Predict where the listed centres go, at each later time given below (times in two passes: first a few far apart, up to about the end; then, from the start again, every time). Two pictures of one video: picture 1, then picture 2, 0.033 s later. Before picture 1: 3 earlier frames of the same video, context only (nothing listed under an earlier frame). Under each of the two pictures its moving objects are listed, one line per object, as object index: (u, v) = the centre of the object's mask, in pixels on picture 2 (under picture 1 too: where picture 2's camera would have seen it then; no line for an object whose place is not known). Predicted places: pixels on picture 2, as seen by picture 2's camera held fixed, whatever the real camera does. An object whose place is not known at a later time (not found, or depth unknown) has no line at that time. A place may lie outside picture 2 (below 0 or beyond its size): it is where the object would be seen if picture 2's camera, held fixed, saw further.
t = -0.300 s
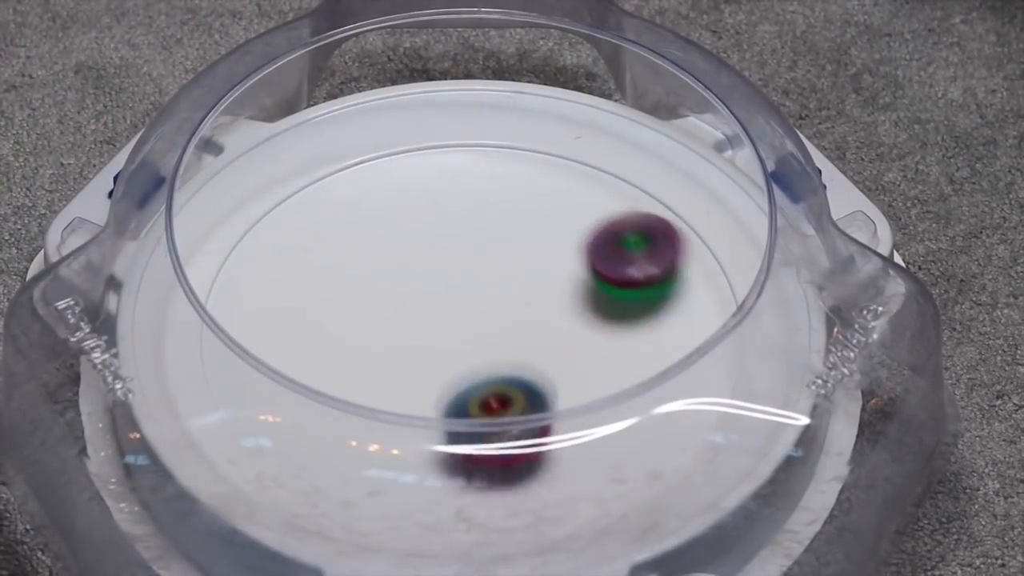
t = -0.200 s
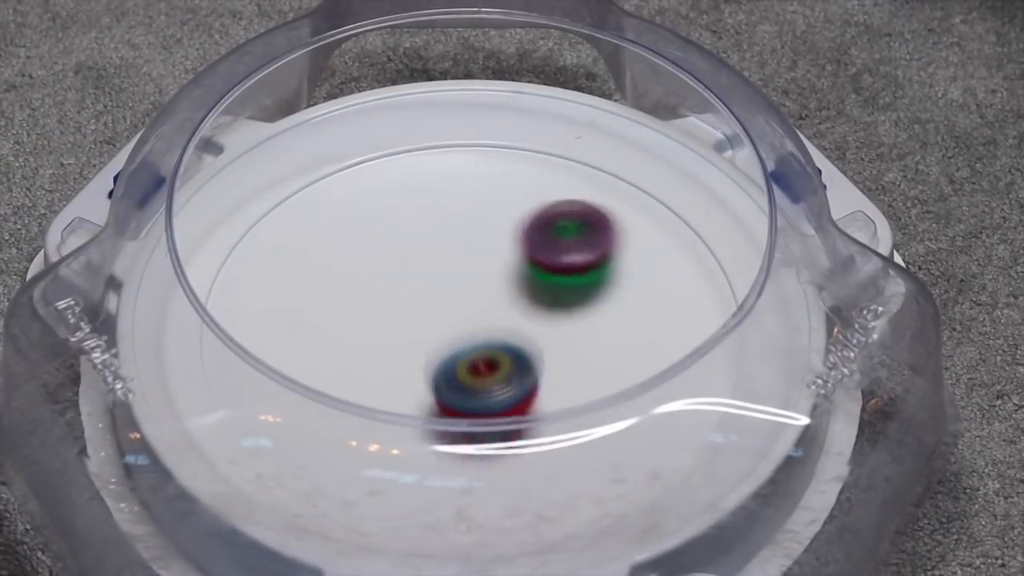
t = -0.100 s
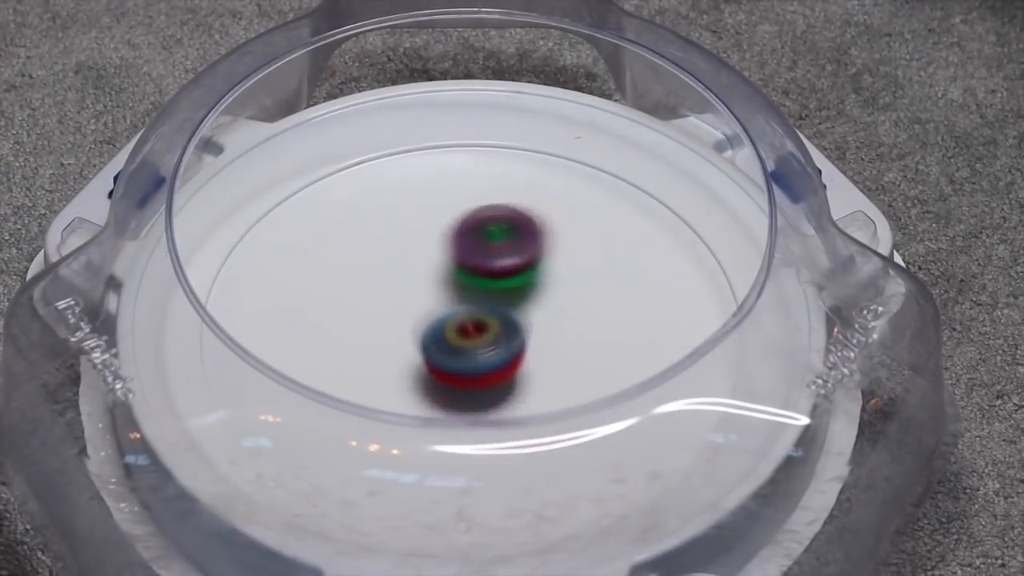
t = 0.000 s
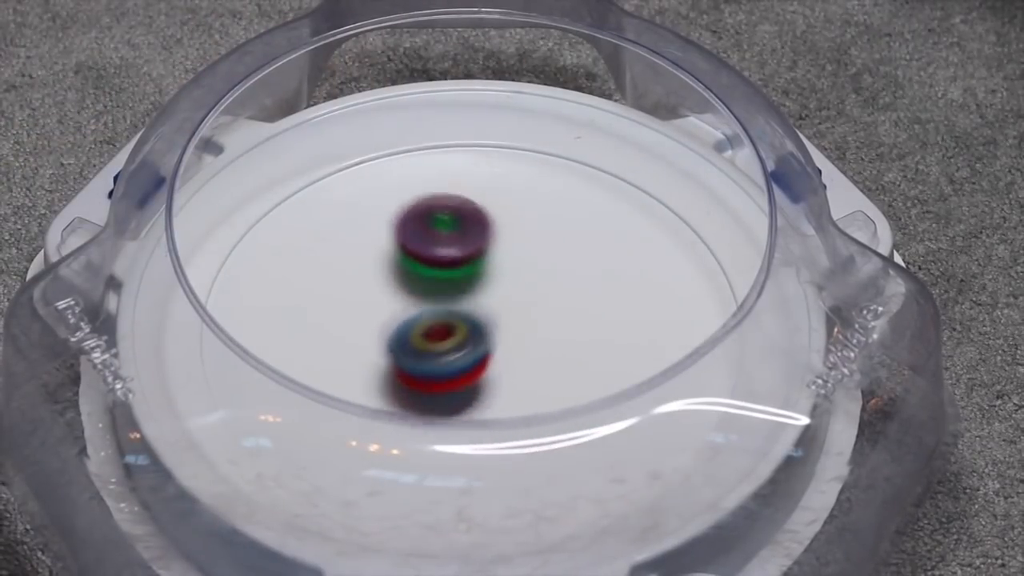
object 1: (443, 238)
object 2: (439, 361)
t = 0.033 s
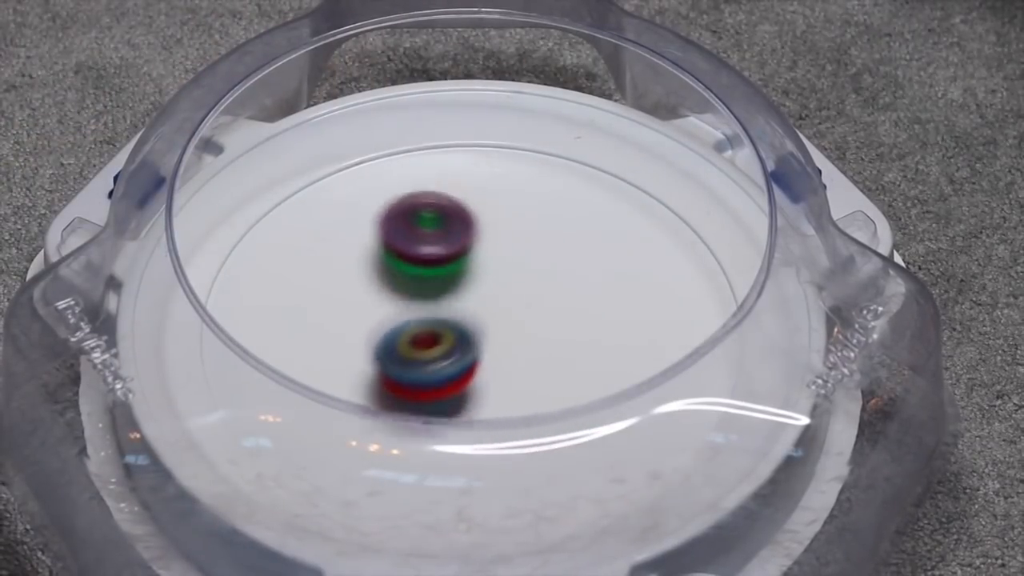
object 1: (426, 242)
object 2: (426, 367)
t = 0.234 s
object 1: (346, 266)
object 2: (380, 420)
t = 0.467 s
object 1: (339, 331)
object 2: (430, 458)
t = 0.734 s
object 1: (377, 338)
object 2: (539, 416)
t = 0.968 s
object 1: (382, 303)
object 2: (521, 318)
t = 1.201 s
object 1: (336, 303)
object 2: (490, 262)
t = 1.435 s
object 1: (333, 350)
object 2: (445, 261)
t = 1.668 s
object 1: (392, 376)
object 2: (473, 308)
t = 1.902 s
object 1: (469, 378)
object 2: (559, 292)
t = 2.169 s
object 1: (544, 353)
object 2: (479, 281)
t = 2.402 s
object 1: (588, 344)
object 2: (426, 348)
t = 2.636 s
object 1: (569, 334)
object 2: (484, 384)
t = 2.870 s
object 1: (514, 313)
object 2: (549, 390)
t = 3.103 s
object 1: (434, 283)
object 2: (548, 356)
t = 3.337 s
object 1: (383, 271)
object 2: (436, 363)
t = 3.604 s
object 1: (384, 290)
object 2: (435, 422)
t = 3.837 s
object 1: (416, 315)
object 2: (503, 368)
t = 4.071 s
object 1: (401, 300)
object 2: (548, 332)
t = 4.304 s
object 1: (379, 303)
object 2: (542, 295)
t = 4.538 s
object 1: (371, 321)
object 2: (535, 288)
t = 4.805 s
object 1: (339, 318)
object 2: (564, 356)
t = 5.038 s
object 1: (321, 311)
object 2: (601, 349)
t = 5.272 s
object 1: (373, 311)
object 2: (509, 352)
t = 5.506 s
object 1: (431, 308)
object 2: (466, 406)
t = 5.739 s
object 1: (503, 330)
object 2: (495, 422)
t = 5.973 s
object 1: (550, 317)
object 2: (466, 423)
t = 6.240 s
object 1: (534, 340)
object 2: (402, 388)
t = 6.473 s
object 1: (482, 349)
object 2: (353, 347)
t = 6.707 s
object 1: (485, 340)
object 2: (305, 320)
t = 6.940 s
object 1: (499, 330)
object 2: (351, 321)
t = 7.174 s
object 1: (519, 335)
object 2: (415, 283)
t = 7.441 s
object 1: (511, 345)
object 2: (459, 240)
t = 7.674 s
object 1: (477, 340)
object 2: (491, 249)
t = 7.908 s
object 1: (402, 374)
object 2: (558, 235)
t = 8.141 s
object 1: (395, 361)
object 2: (559, 259)
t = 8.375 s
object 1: (429, 340)
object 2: (549, 325)
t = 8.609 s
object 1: (446, 342)
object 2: (597, 359)
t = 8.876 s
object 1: (472, 363)
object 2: (571, 404)
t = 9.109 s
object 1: (456, 344)
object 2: (526, 422)
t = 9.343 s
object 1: (473, 319)
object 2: (448, 413)
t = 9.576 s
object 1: (499, 319)
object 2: (390, 382)
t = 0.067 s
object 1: (409, 243)
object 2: (415, 371)
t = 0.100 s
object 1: (393, 246)
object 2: (401, 389)
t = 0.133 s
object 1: (378, 249)
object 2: (393, 396)
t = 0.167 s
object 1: (366, 254)
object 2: (386, 405)
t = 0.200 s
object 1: (355, 259)
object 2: (382, 412)
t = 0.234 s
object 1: (346, 266)
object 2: (380, 420)
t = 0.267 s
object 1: (339, 274)
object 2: (380, 426)
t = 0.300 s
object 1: (334, 282)
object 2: (383, 435)
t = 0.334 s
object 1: (331, 291)
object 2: (388, 441)
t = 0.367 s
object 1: (330, 300)
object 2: (397, 440)
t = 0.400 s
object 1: (331, 311)
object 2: (407, 443)
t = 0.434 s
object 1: (334, 321)
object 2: (419, 447)
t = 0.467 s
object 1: (339, 331)
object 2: (430, 458)
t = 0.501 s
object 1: (346, 339)
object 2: (445, 449)
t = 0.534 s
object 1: (354, 348)
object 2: (457, 457)
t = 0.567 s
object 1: (364, 354)
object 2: (469, 448)
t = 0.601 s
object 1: (374, 359)
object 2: (479, 438)
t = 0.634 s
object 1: (385, 364)
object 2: (485, 427)
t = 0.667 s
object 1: (395, 366)
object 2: (491, 418)
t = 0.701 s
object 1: (384, 354)
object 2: (517, 418)
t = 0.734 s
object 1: (377, 338)
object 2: (539, 416)
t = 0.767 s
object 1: (374, 325)
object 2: (554, 408)
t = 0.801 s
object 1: (373, 316)
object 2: (563, 396)
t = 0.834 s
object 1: (373, 310)
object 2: (565, 373)
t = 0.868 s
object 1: (374, 304)
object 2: (563, 364)
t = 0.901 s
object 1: (375, 305)
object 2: (555, 352)
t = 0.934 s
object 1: (378, 303)
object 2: (540, 335)
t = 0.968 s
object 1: (382, 303)
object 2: (521, 318)
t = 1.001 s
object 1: (387, 302)
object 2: (499, 303)
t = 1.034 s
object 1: (371, 299)
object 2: (497, 291)
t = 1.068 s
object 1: (350, 295)
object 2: (505, 283)
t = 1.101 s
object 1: (338, 295)
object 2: (507, 275)
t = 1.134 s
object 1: (334, 295)
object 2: (506, 270)
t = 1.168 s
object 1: (333, 298)
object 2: (500, 266)
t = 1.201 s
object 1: (336, 303)
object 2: (490, 262)
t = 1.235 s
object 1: (341, 306)
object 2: (476, 260)
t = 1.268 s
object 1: (347, 309)
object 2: (458, 260)
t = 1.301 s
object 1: (354, 311)
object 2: (443, 263)
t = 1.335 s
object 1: (346, 323)
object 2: (439, 262)
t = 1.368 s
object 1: (333, 335)
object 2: (445, 259)
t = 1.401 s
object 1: (330, 343)
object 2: (447, 259)
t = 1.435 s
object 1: (333, 350)
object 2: (445, 261)
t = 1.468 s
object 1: (340, 356)
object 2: (442, 265)
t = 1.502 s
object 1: (346, 361)
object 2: (440, 271)
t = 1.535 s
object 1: (355, 364)
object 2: (440, 278)
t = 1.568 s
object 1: (363, 368)
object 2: (443, 286)
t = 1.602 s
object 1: (372, 371)
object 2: (449, 294)
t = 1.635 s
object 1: (378, 387)
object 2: (460, 302)
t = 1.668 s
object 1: (392, 376)
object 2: (473, 308)
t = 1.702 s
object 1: (402, 377)
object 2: (488, 313)
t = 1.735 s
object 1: (414, 379)
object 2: (502, 315)
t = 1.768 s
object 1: (425, 379)
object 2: (517, 314)
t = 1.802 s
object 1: (436, 380)
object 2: (531, 312)
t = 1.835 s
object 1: (446, 380)
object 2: (543, 307)
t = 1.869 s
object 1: (458, 379)
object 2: (553, 300)
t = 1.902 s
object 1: (469, 378)
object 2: (559, 292)
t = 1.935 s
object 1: (480, 377)
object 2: (561, 283)
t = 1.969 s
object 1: (491, 375)
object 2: (559, 274)
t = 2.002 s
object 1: (501, 373)
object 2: (552, 267)
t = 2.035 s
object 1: (511, 370)
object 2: (540, 262)
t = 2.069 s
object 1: (520, 366)
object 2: (526, 260)
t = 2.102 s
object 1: (529, 362)
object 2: (509, 262)
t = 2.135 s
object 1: (537, 357)
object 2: (493, 270)
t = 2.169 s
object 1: (544, 353)
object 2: (479, 281)
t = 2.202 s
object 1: (553, 353)
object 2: (465, 289)
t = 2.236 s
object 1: (562, 353)
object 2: (451, 295)
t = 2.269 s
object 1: (570, 352)
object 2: (440, 304)
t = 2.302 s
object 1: (577, 350)
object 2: (432, 315)
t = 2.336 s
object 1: (582, 348)
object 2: (427, 326)
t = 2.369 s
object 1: (586, 346)
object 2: (425, 337)
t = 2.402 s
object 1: (588, 344)
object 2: (426, 348)
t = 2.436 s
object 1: (589, 342)
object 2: (430, 358)
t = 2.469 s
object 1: (588, 341)
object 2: (435, 366)
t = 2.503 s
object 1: (586, 339)
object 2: (443, 371)
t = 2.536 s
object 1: (583, 338)
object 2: (452, 376)
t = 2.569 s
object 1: (579, 336)
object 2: (461, 379)
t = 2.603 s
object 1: (574, 335)
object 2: (472, 382)
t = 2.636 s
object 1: (569, 334)
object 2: (484, 384)
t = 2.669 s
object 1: (564, 330)
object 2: (497, 385)
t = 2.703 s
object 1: (558, 325)
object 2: (507, 385)
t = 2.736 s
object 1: (553, 320)
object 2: (514, 385)
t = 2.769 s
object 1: (544, 318)
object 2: (524, 393)
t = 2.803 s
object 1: (535, 314)
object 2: (533, 393)
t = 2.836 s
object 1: (524, 315)
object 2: (542, 398)
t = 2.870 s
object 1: (514, 313)
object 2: (549, 390)
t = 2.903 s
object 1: (505, 313)
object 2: (555, 385)
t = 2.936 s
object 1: (497, 310)
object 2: (558, 371)
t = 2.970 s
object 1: (485, 305)
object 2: (564, 377)
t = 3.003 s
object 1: (470, 299)
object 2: (565, 367)
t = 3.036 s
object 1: (457, 290)
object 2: (564, 363)
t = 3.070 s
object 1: (444, 286)
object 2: (559, 359)
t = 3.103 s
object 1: (434, 283)
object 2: (548, 356)
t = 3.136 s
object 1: (424, 280)
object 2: (534, 352)
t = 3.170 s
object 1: (414, 281)
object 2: (518, 349)
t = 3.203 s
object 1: (406, 279)
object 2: (499, 348)
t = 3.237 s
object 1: (399, 274)
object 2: (482, 349)
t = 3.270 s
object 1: (393, 272)
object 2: (465, 352)
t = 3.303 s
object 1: (387, 271)
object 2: (450, 357)
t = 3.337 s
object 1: (383, 271)
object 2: (436, 363)
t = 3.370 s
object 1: (380, 272)
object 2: (425, 368)
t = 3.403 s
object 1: (378, 273)
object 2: (418, 371)
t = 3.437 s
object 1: (376, 274)
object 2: (412, 376)
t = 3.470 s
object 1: (376, 277)
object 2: (406, 396)
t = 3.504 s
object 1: (377, 279)
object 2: (407, 406)
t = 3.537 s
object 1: (378, 282)
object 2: (413, 413)
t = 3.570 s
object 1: (381, 286)
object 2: (423, 418)
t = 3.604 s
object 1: (384, 290)
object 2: (435, 422)
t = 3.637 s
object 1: (387, 296)
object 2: (450, 422)
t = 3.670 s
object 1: (392, 300)
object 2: (464, 419)
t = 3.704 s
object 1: (397, 304)
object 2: (476, 412)
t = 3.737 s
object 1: (403, 309)
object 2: (487, 387)
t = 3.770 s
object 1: (409, 314)
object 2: (493, 380)
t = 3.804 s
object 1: (415, 317)
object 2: (496, 373)
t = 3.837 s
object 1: (416, 315)
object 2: (503, 368)
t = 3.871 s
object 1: (415, 310)
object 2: (511, 366)
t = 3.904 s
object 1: (416, 309)
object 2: (516, 361)
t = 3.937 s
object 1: (418, 311)
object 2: (518, 353)
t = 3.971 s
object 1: (416, 309)
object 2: (523, 346)
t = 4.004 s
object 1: (407, 304)
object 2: (535, 343)
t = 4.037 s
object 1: (402, 301)
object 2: (543, 338)
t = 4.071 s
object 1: (401, 300)
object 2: (548, 332)
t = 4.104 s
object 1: (401, 301)
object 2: (549, 324)
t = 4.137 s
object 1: (403, 302)
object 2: (547, 317)
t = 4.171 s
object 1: (405, 303)
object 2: (541, 310)
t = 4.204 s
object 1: (409, 304)
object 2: (533, 304)
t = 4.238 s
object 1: (413, 305)
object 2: (524, 300)
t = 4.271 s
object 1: (396, 304)
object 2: (533, 297)
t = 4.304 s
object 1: (379, 303)
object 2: (542, 295)
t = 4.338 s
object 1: (370, 304)
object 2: (548, 292)
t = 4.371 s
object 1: (366, 306)
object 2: (552, 289)
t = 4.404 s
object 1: (365, 310)
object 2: (553, 287)
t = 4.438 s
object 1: (365, 313)
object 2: (553, 285)
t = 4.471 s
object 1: (366, 315)
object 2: (548, 285)
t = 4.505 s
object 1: (369, 317)
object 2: (542, 286)
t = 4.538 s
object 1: (371, 321)
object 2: (535, 288)
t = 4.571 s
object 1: (375, 323)
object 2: (527, 294)
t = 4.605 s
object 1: (380, 324)
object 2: (520, 301)
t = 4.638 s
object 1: (386, 326)
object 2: (513, 310)
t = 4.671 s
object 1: (392, 331)
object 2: (509, 320)
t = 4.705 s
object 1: (390, 329)
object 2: (513, 331)
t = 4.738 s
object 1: (368, 326)
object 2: (535, 343)
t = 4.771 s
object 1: (352, 320)
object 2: (553, 353)
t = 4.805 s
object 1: (339, 318)
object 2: (564, 356)
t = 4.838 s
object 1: (329, 317)
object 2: (575, 357)
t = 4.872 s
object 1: (324, 317)
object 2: (584, 357)
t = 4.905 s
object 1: (319, 316)
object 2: (593, 356)
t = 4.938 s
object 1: (317, 314)
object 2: (599, 355)
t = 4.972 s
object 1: (317, 313)
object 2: (603, 353)
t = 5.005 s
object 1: (318, 312)
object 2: (604, 350)
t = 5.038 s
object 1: (321, 311)
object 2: (601, 349)
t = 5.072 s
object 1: (325, 310)
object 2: (595, 346)
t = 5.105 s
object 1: (330, 309)
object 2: (586, 345)
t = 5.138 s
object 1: (337, 311)
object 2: (572, 344)
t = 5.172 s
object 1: (346, 309)
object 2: (557, 344)
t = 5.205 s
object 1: (354, 308)
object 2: (541, 346)
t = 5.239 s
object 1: (363, 310)
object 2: (525, 348)
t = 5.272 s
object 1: (373, 311)
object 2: (509, 352)
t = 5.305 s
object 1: (384, 312)
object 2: (493, 356)
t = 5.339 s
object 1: (392, 309)
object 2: (482, 362)
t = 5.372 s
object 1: (396, 304)
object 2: (477, 369)
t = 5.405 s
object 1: (403, 303)
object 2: (473, 375)
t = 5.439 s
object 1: (411, 303)
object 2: (470, 381)
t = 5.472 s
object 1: (421, 305)
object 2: (468, 385)
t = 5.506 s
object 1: (431, 308)
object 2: (466, 406)
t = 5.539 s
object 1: (442, 310)
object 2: (467, 414)
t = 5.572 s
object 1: (453, 314)
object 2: (469, 419)
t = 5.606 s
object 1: (464, 318)
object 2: (473, 424)
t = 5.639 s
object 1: (474, 321)
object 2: (479, 427)
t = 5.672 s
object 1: (484, 324)
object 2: (485, 428)
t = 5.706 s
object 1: (494, 328)
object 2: (491, 426)
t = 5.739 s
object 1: (503, 330)
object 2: (495, 422)
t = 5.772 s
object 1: (512, 331)
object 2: (497, 417)
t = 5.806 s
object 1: (524, 327)
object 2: (491, 419)
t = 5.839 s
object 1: (535, 323)
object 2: (486, 422)
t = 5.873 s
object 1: (542, 318)
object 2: (481, 424)
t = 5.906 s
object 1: (546, 316)
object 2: (476, 425)
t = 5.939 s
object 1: (549, 316)
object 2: (471, 424)
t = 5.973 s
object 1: (550, 317)
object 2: (466, 423)
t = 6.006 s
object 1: (550, 319)
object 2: (459, 420)
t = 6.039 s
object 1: (551, 322)
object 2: (452, 417)
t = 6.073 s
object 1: (551, 324)
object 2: (445, 412)
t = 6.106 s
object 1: (549, 327)
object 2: (437, 407)
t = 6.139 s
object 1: (547, 331)
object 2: (428, 402)
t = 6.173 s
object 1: (544, 334)
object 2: (419, 397)
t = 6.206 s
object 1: (539, 336)
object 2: (411, 393)
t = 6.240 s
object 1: (534, 340)
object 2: (402, 388)
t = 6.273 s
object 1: (529, 342)
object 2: (393, 383)
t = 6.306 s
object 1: (522, 344)
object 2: (388, 367)
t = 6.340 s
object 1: (514, 346)
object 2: (380, 363)
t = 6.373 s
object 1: (507, 348)
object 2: (373, 359)
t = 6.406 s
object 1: (499, 348)
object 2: (366, 356)
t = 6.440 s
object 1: (490, 350)
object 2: (359, 351)
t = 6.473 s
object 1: (482, 349)
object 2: (353, 347)
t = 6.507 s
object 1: (474, 342)
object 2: (348, 344)
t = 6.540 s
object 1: (465, 347)
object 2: (345, 340)
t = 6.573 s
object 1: (458, 339)
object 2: (342, 336)
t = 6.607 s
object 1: (466, 339)
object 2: (330, 331)
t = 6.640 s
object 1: (475, 343)
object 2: (319, 326)
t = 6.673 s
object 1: (482, 337)
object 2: (311, 322)
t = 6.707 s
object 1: (485, 340)
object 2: (305, 320)
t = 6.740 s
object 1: (488, 338)
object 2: (303, 319)
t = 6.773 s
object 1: (490, 335)
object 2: (303, 320)
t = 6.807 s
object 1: (491, 334)
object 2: (307, 321)
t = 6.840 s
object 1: (494, 328)
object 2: (315, 322)
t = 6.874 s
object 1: (496, 332)
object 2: (326, 323)
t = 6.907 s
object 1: (497, 331)
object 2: (338, 322)
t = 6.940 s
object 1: (499, 330)
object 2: (351, 321)
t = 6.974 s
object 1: (500, 329)
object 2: (364, 319)
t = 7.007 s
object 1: (501, 329)
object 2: (378, 316)
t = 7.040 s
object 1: (503, 329)
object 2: (390, 312)
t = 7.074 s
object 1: (509, 331)
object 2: (397, 305)
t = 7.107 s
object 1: (515, 332)
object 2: (403, 297)
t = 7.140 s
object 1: (517, 333)
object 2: (409, 290)
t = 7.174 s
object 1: (519, 335)
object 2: (415, 283)
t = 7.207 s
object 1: (521, 337)
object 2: (421, 276)
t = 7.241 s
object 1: (522, 339)
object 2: (427, 270)
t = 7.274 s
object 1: (523, 335)
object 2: (433, 264)
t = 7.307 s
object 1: (521, 342)
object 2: (439, 258)
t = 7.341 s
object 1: (519, 340)
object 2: (444, 252)
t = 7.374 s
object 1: (518, 341)
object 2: (450, 247)
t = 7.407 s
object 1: (514, 342)
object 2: (454, 243)
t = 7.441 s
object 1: (511, 345)
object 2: (459, 240)
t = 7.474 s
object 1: (507, 345)
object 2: (464, 237)
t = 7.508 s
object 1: (502, 346)
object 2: (468, 236)
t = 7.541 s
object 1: (498, 346)
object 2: (472, 237)
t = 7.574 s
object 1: (492, 343)
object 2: (477, 239)
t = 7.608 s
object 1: (488, 344)
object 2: (480, 242)
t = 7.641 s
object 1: (482, 343)
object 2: (485, 246)
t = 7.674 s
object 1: (477, 340)
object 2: (491, 249)
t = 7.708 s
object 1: (473, 340)
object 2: (499, 254)
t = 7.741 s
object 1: (462, 344)
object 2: (508, 259)
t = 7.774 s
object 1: (441, 358)
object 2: (525, 253)
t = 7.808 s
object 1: (425, 368)
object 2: (538, 246)
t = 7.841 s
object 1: (414, 373)
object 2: (546, 242)
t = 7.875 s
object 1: (407, 374)
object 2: (553, 238)
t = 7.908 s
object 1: (402, 374)
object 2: (558, 235)
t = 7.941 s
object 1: (400, 373)
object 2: (563, 233)
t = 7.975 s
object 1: (396, 372)
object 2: (565, 232)
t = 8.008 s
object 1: (394, 370)
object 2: (566, 234)
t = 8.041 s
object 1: (391, 368)
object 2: (566, 237)
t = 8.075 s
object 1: (392, 366)
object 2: (564, 244)
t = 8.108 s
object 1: (392, 363)
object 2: (562, 251)
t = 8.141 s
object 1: (395, 361)
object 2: (559, 259)
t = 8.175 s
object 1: (397, 358)
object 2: (557, 269)
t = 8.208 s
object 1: (402, 355)
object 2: (554, 278)
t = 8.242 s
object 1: (408, 351)
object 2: (551, 287)
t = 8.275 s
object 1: (415, 348)
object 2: (548, 297)
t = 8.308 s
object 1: (423, 344)
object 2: (545, 306)
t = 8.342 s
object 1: (431, 343)
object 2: (541, 316)
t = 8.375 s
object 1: (429, 340)
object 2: (549, 325)
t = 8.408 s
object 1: (422, 338)
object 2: (564, 333)
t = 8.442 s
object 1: (422, 337)
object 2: (574, 340)
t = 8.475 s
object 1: (426, 337)
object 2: (581, 346)
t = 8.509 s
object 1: (432, 337)
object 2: (586, 350)
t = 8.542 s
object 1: (435, 339)
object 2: (590, 353)
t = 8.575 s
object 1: (441, 339)
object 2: (595, 356)
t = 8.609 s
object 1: (446, 342)
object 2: (597, 359)
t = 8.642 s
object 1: (452, 344)
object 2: (598, 363)
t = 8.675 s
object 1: (456, 347)
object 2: (601, 379)
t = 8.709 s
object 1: (461, 349)
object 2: (601, 386)
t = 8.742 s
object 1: (464, 353)
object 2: (598, 390)
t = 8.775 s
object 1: (467, 356)
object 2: (593, 394)
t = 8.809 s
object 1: (470, 361)
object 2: (587, 398)
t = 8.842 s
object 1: (473, 362)
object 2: (579, 400)
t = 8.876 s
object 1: (472, 363)
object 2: (571, 404)
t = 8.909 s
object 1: (466, 361)
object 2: (568, 410)
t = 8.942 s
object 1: (462, 354)
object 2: (565, 413)
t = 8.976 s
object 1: (461, 353)
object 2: (559, 417)
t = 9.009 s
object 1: (459, 352)
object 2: (553, 419)
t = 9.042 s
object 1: (458, 350)
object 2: (545, 421)
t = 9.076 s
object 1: (456, 348)
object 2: (536, 423)
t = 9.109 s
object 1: (456, 344)
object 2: (526, 422)
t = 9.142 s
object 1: (456, 341)
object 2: (515, 422)
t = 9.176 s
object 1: (455, 339)
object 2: (504, 421)
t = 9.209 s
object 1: (457, 336)
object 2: (493, 420)
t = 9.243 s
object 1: (458, 332)
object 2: (482, 417)
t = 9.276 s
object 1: (463, 328)
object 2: (471, 415)
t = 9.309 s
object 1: (467, 323)
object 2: (460, 415)
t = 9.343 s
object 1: (473, 319)
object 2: (448, 413)
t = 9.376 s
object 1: (477, 318)
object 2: (438, 410)
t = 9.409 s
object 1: (479, 317)
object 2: (429, 407)
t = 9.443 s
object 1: (483, 317)
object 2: (420, 403)
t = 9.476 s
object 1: (487, 316)
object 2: (411, 397)
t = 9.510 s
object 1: (493, 317)
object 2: (403, 393)
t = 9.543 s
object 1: (495, 318)
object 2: (395, 388)
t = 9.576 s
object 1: (499, 319)
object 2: (390, 382)
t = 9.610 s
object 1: (501, 322)
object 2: (386, 367)
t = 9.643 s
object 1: (504, 323)
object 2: (381, 361)
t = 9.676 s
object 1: (506, 327)
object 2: (376, 357)
